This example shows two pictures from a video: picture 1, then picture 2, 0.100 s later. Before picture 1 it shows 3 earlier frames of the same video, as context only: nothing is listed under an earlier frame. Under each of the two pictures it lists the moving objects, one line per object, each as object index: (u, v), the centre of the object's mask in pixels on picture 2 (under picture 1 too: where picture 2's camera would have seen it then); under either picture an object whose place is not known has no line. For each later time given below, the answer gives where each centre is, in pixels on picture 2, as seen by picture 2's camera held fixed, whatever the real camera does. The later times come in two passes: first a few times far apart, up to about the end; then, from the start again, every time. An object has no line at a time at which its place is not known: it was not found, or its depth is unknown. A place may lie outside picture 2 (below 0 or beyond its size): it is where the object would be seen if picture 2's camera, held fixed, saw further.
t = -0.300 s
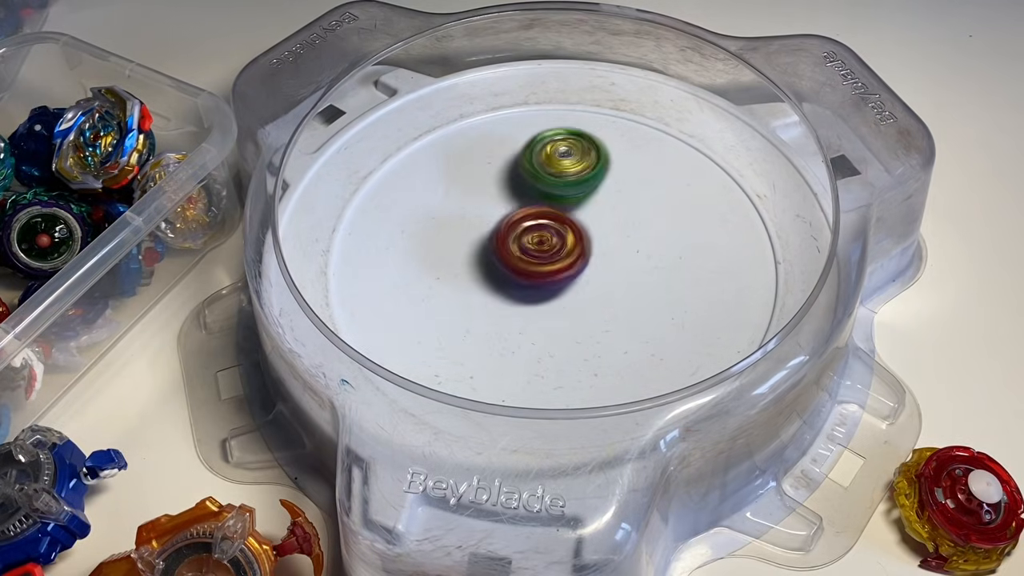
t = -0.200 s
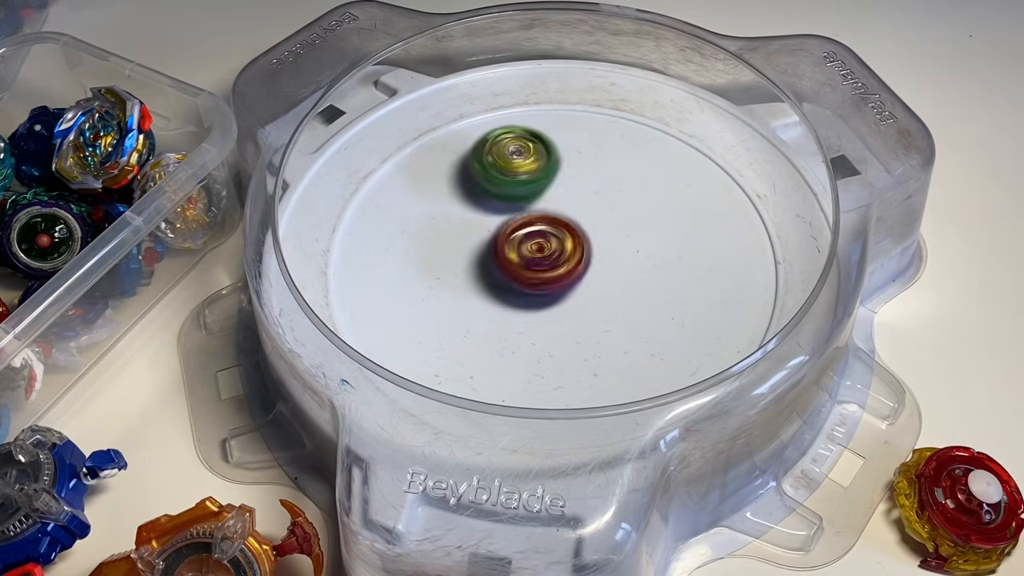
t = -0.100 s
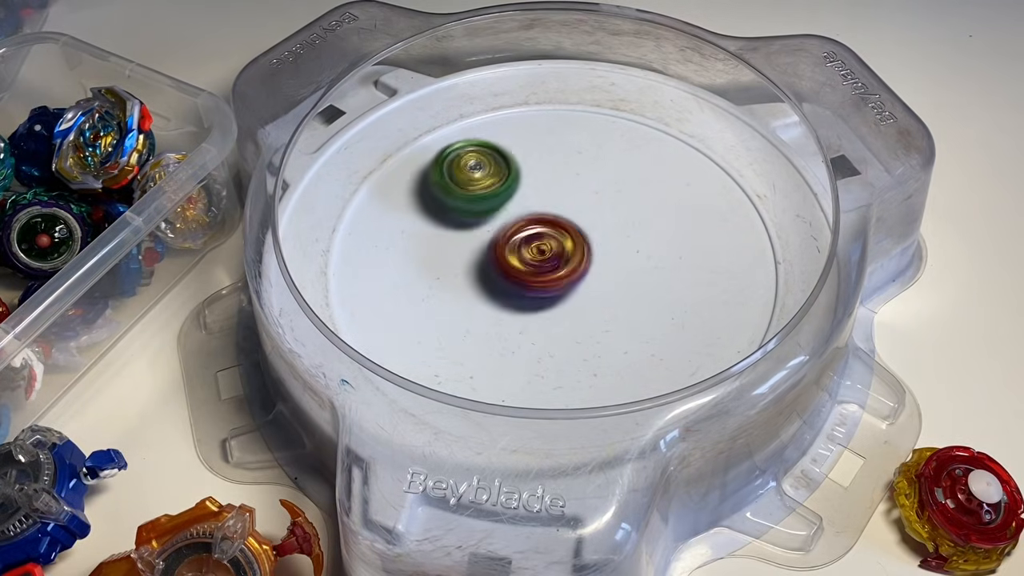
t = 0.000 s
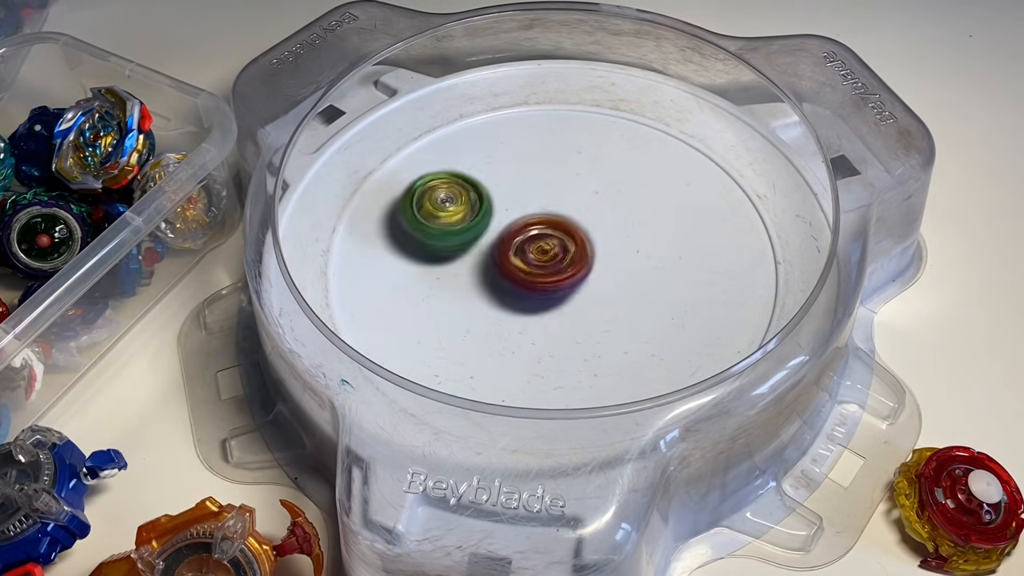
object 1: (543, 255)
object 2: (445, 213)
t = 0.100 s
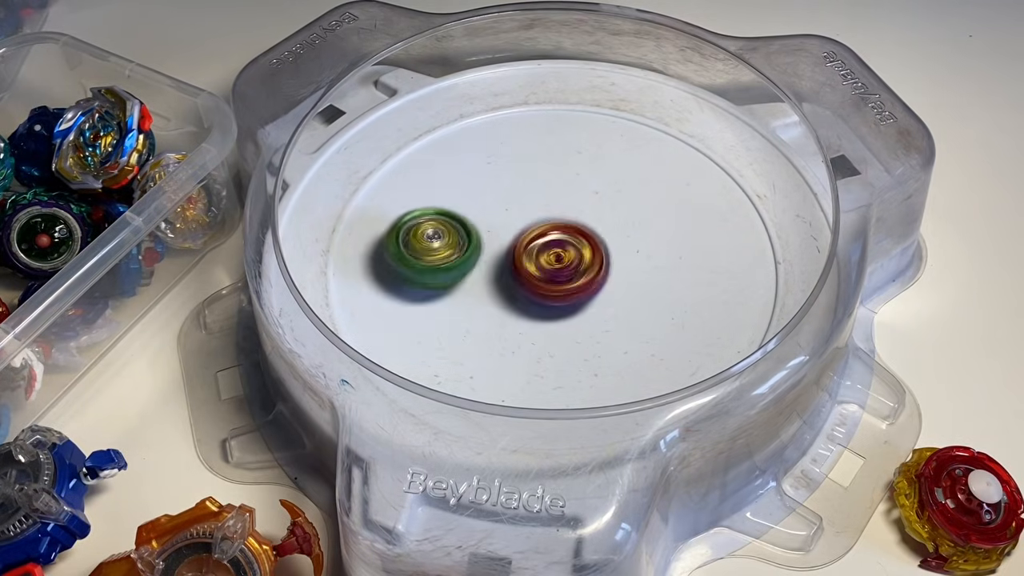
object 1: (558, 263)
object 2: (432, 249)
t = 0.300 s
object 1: (580, 263)
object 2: (488, 304)
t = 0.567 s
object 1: (695, 201)
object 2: (420, 338)
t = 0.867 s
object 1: (628, 228)
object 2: (518, 254)
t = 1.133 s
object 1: (649, 249)
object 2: (446, 182)
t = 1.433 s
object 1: (595, 276)
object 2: (472, 181)
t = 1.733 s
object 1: (500, 353)
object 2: (595, 108)
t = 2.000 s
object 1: (466, 333)
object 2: (579, 178)
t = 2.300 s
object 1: (345, 272)
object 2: (690, 208)
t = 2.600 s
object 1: (371, 223)
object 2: (705, 233)
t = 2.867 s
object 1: (536, 197)
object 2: (516, 317)
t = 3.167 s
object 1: (641, 107)
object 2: (438, 312)
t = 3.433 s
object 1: (539, 155)
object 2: (478, 251)
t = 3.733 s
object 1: (526, 148)
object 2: (516, 225)
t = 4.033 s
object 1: (522, 180)
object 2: (561, 263)
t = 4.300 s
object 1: (508, 220)
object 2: (582, 348)
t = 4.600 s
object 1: (508, 235)
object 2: (545, 338)
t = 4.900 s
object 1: (532, 205)
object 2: (579, 277)
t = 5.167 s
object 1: (544, 205)
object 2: (569, 278)
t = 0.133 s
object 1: (563, 262)
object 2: (431, 259)
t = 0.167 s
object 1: (567, 264)
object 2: (435, 270)
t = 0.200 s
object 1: (570, 265)
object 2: (443, 281)
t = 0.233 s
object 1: (574, 265)
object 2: (455, 290)
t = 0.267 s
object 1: (576, 262)
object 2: (469, 299)
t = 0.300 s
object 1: (580, 263)
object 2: (488, 304)
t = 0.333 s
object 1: (612, 253)
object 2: (466, 313)
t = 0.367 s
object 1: (648, 242)
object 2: (442, 325)
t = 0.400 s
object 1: (676, 231)
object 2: (422, 333)
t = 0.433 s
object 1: (695, 221)
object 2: (409, 339)
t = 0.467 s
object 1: (703, 214)
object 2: (404, 341)
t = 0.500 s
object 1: (704, 206)
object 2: (405, 341)
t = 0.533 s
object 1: (702, 201)
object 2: (411, 341)
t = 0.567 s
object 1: (695, 201)
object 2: (420, 338)
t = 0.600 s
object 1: (688, 202)
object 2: (435, 332)
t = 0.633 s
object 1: (680, 203)
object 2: (450, 324)
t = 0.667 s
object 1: (671, 205)
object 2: (465, 316)
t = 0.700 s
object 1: (664, 209)
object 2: (480, 308)
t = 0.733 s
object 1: (656, 213)
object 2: (493, 298)
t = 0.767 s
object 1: (647, 217)
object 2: (503, 287)
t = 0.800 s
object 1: (639, 221)
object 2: (510, 276)
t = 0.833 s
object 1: (634, 223)
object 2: (516, 265)
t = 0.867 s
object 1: (628, 228)
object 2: (518, 254)
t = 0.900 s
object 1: (628, 233)
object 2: (514, 244)
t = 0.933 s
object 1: (642, 236)
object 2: (496, 232)
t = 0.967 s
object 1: (652, 238)
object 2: (483, 220)
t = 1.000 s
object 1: (655, 240)
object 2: (471, 210)
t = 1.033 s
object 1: (655, 241)
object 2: (462, 200)
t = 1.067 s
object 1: (653, 243)
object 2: (454, 192)
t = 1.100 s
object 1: (652, 246)
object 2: (449, 186)
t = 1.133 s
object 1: (649, 249)
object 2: (446, 182)
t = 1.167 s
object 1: (646, 253)
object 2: (444, 179)
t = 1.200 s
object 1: (640, 258)
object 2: (444, 177)
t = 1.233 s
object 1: (636, 260)
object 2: (445, 176)
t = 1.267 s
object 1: (630, 263)
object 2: (447, 175)
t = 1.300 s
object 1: (623, 266)
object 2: (449, 175)
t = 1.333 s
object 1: (617, 269)
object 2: (453, 175)
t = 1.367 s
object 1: (610, 272)
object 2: (457, 176)
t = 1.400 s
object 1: (603, 274)
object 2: (464, 178)
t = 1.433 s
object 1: (595, 276)
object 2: (472, 181)
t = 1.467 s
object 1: (587, 278)
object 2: (482, 184)
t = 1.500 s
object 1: (579, 279)
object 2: (493, 188)
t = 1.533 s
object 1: (571, 281)
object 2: (505, 192)
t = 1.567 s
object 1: (562, 282)
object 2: (518, 195)
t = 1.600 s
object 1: (554, 282)
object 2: (531, 199)
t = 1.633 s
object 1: (540, 300)
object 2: (550, 186)
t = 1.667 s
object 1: (524, 324)
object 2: (568, 157)
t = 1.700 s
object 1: (511, 341)
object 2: (583, 130)
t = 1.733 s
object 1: (500, 353)
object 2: (595, 108)
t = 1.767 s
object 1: (493, 357)
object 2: (603, 95)
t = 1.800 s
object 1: (487, 358)
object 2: (605, 94)
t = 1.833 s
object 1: (482, 356)
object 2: (606, 101)
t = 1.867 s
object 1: (478, 354)
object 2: (604, 113)
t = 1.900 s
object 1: (473, 351)
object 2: (601, 128)
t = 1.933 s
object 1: (470, 345)
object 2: (596, 144)
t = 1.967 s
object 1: (467, 339)
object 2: (588, 160)
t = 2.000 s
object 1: (466, 333)
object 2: (579, 178)
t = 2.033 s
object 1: (464, 327)
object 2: (571, 195)
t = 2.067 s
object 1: (465, 319)
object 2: (564, 210)
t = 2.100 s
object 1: (464, 311)
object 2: (556, 221)
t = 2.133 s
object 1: (464, 303)
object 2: (548, 234)
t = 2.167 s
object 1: (464, 295)
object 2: (542, 243)
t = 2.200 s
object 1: (455, 290)
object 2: (546, 247)
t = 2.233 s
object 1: (403, 285)
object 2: (600, 237)
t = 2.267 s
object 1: (364, 280)
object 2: (648, 222)
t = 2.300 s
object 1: (345, 272)
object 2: (690, 208)
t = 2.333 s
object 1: (340, 268)
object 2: (724, 199)
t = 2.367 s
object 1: (337, 263)
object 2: (749, 190)
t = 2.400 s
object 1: (336, 255)
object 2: (755, 189)
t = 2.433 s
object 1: (337, 248)
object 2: (759, 192)
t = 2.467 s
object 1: (338, 239)
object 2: (758, 198)
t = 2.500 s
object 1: (343, 232)
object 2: (752, 207)
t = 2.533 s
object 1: (348, 226)
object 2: (740, 214)
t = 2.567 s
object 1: (355, 220)
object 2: (723, 223)
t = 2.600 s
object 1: (371, 223)
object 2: (705, 233)
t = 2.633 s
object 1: (386, 222)
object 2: (683, 244)
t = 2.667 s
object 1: (405, 219)
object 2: (659, 256)
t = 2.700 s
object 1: (418, 220)
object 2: (633, 270)
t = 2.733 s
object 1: (437, 219)
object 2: (610, 281)
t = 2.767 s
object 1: (459, 215)
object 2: (587, 291)
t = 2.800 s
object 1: (481, 211)
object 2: (563, 302)
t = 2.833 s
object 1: (509, 205)
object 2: (538, 310)
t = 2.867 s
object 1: (536, 197)
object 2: (516, 317)
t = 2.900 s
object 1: (562, 186)
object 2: (497, 322)
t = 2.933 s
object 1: (588, 174)
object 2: (480, 326)
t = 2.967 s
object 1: (612, 159)
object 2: (465, 328)
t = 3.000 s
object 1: (631, 145)
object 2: (455, 326)
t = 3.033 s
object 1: (644, 130)
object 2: (447, 324)
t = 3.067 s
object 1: (651, 115)
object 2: (441, 321)
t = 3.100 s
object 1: (653, 110)
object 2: (439, 319)
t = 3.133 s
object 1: (649, 108)
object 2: (437, 315)
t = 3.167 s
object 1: (641, 107)
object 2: (438, 312)
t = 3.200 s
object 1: (627, 108)
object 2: (440, 307)
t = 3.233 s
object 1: (610, 116)
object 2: (446, 304)
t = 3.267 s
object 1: (595, 121)
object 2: (449, 299)
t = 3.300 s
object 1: (581, 129)
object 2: (455, 293)
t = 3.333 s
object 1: (568, 136)
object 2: (460, 283)
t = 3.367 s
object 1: (556, 144)
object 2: (466, 274)
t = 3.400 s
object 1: (548, 149)
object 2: (470, 262)
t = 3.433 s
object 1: (539, 155)
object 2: (478, 251)
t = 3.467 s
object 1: (534, 157)
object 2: (486, 239)
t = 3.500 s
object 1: (527, 159)
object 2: (494, 229)
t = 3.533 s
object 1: (529, 152)
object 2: (495, 226)
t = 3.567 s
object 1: (530, 150)
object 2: (498, 225)
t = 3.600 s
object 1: (532, 149)
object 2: (500, 226)
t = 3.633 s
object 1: (530, 149)
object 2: (501, 226)
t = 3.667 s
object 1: (528, 150)
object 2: (505, 226)
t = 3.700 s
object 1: (527, 149)
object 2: (509, 225)
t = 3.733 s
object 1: (526, 148)
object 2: (516, 225)
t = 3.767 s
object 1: (527, 148)
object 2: (520, 228)
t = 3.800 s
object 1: (528, 152)
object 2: (526, 231)
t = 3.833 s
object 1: (528, 155)
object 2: (532, 233)
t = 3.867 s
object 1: (527, 159)
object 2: (538, 237)
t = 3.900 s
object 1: (526, 161)
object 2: (545, 238)
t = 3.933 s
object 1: (526, 165)
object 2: (547, 245)
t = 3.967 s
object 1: (524, 170)
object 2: (553, 249)
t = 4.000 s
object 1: (523, 175)
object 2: (556, 259)
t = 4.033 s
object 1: (522, 180)
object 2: (561, 263)
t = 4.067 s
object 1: (519, 187)
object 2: (566, 269)
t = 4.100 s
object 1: (516, 196)
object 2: (568, 273)
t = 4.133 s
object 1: (513, 207)
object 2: (569, 277)
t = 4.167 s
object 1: (509, 222)
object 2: (570, 279)
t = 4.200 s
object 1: (509, 224)
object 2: (572, 289)
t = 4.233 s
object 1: (506, 222)
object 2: (574, 317)
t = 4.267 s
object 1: (507, 220)
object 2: (579, 335)
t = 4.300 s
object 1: (508, 220)
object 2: (582, 348)
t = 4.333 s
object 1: (509, 220)
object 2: (577, 365)
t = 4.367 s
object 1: (511, 220)
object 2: (575, 374)
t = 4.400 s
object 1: (516, 222)
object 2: (570, 379)
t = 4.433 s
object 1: (518, 223)
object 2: (563, 380)
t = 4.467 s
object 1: (519, 229)
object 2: (557, 377)
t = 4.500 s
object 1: (517, 232)
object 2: (550, 370)
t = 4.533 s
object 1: (513, 235)
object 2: (546, 361)
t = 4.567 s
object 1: (510, 236)
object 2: (545, 350)
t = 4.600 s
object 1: (508, 235)
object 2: (545, 338)
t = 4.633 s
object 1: (507, 234)
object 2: (548, 323)
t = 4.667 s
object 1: (507, 231)
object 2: (551, 306)
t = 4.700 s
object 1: (509, 225)
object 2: (558, 294)
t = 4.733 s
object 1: (513, 217)
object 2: (567, 293)
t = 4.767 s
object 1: (517, 213)
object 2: (576, 291)
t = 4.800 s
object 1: (524, 208)
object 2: (584, 287)
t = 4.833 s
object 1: (530, 206)
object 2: (587, 284)
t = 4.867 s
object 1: (532, 205)
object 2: (584, 281)
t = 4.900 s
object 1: (532, 205)
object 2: (579, 277)
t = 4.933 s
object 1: (532, 208)
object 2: (574, 276)
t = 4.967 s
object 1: (530, 208)
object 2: (571, 276)
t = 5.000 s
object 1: (530, 209)
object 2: (571, 278)
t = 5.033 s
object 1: (532, 208)
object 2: (572, 279)
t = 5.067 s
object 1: (534, 208)
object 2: (570, 278)
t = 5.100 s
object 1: (537, 207)
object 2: (568, 277)
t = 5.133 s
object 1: (541, 206)
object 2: (569, 278)
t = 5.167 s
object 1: (544, 205)
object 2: (569, 278)
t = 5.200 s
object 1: (547, 203)
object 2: (569, 278)
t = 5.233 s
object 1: (549, 202)
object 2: (568, 278)
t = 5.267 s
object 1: (549, 201)
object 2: (568, 278)
